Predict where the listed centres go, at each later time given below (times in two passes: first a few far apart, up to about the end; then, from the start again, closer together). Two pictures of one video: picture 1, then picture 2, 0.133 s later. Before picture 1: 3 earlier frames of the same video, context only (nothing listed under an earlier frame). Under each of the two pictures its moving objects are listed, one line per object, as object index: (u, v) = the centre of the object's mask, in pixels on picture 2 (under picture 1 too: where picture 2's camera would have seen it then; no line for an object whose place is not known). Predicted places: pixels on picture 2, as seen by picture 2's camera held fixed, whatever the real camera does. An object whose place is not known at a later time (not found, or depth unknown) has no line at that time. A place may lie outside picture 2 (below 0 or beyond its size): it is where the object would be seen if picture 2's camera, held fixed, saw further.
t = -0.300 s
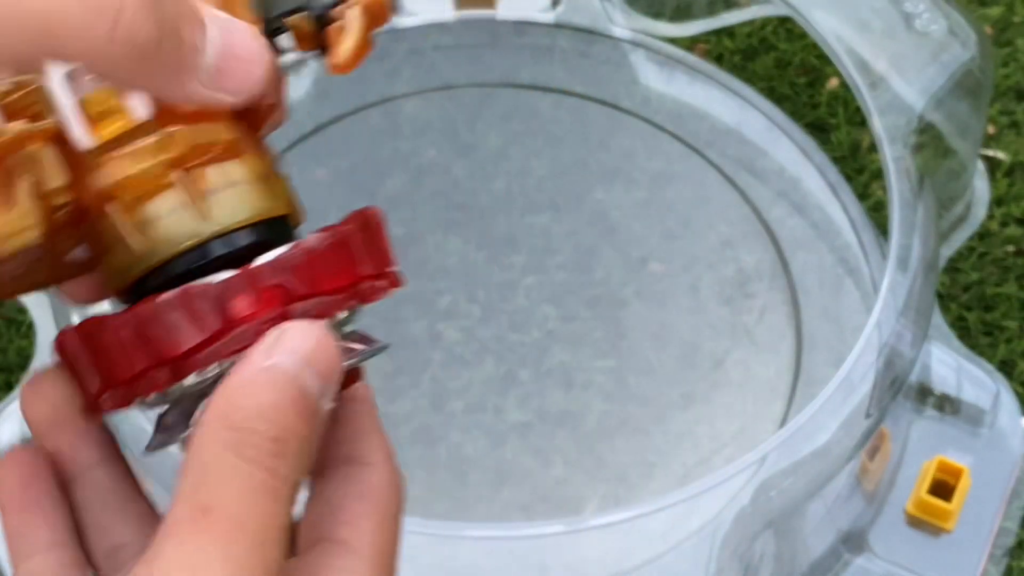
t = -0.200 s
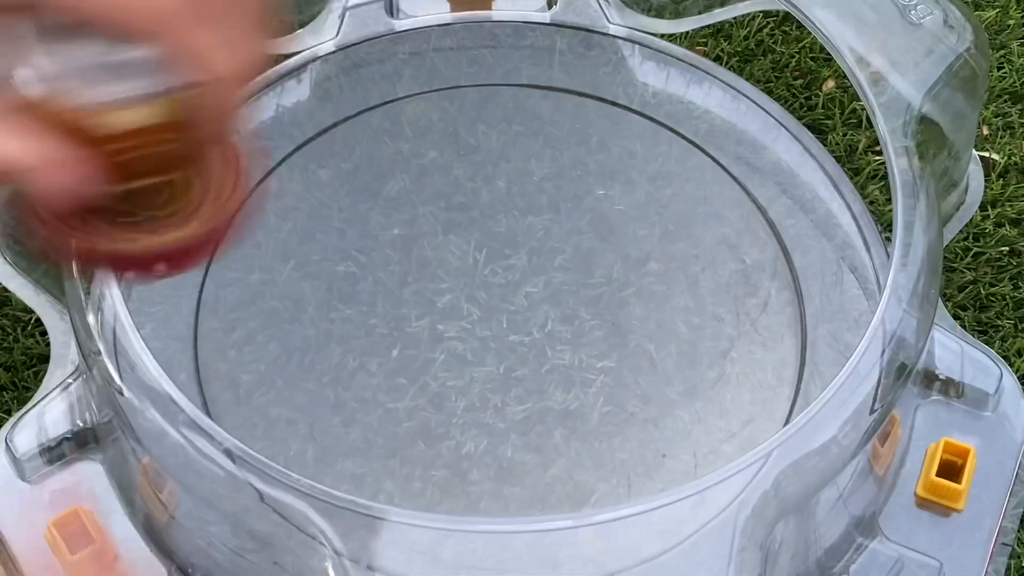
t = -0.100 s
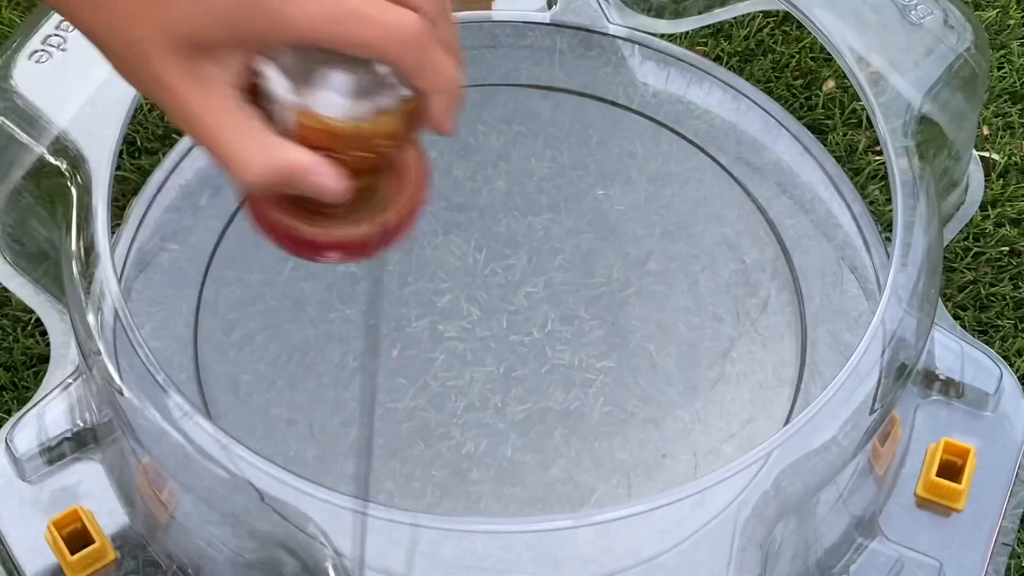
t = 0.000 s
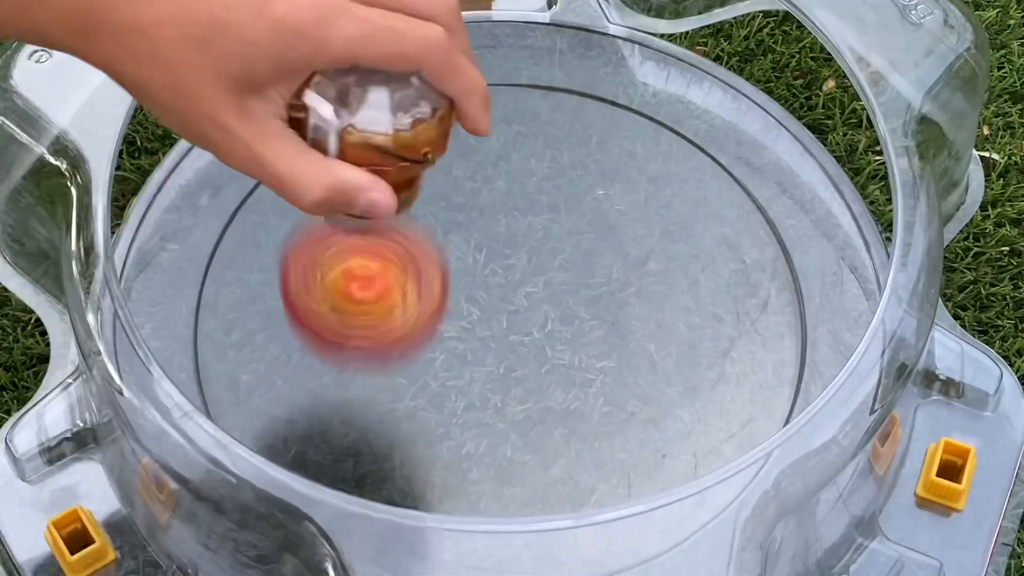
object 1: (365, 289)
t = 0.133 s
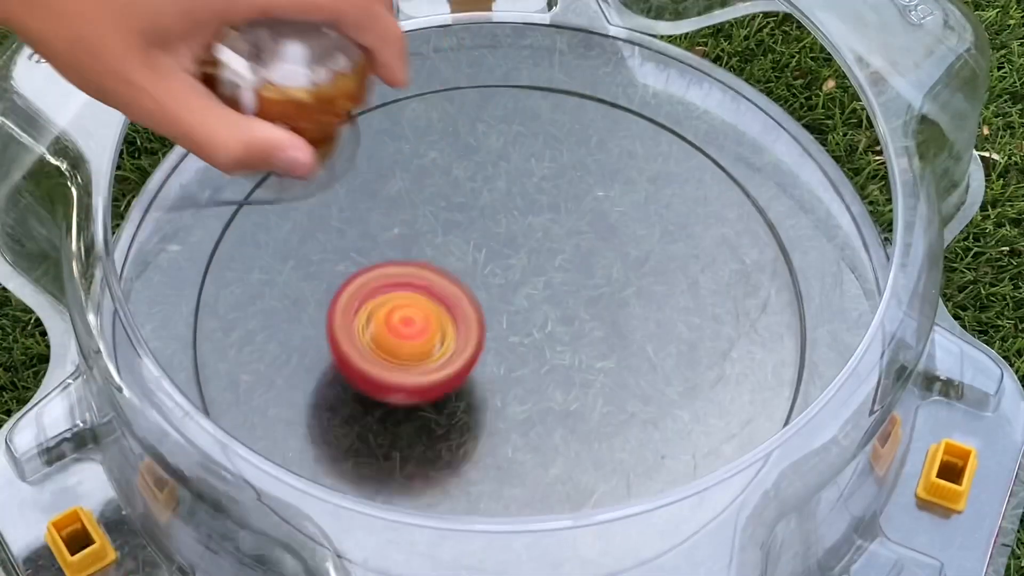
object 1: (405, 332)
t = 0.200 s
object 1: (427, 307)
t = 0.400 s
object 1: (408, 197)
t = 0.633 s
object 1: (257, 209)
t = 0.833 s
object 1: (339, 399)
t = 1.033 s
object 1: (713, 347)
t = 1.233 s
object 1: (733, 71)
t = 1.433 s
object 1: (486, 152)
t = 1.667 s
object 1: (294, 391)
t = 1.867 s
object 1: (594, 516)
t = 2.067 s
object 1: (765, 201)
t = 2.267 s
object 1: (323, 112)
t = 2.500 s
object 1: (402, 534)
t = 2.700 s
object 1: (712, 392)
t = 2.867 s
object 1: (618, 94)
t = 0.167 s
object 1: (417, 321)
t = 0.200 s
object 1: (427, 307)
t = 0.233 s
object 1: (434, 290)
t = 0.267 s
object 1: (438, 271)
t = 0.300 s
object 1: (437, 252)
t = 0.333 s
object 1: (432, 232)
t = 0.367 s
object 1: (422, 213)
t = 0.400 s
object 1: (408, 197)
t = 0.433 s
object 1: (391, 183)
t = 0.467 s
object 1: (371, 174)
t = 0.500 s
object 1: (348, 169)
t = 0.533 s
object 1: (325, 170)
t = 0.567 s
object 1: (301, 177)
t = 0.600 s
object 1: (277, 190)
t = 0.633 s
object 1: (257, 209)
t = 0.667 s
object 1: (242, 234)
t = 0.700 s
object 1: (236, 264)
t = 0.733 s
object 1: (241, 298)
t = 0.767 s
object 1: (260, 334)
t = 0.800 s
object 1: (292, 369)
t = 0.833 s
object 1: (339, 399)
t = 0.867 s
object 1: (396, 419)
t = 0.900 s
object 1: (462, 428)
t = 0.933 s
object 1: (530, 425)
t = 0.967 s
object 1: (596, 410)
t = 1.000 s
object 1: (658, 383)
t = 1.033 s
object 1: (713, 347)
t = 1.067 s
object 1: (756, 302)
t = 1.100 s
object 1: (777, 253)
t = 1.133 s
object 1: (785, 205)
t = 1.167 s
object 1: (776, 159)
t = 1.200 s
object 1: (759, 115)
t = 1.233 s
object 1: (733, 71)
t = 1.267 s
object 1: (700, 47)
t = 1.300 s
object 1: (665, 63)
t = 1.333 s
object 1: (627, 84)
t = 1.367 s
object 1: (583, 109)
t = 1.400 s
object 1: (536, 131)
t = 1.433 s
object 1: (486, 152)
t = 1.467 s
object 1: (436, 171)
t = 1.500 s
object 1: (390, 194)
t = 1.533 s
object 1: (351, 224)
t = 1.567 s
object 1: (318, 261)
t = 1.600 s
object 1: (296, 304)
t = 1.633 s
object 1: (284, 353)
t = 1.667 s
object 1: (294, 391)
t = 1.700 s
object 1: (309, 442)
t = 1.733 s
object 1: (342, 486)
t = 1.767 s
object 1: (390, 514)
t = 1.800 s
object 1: (453, 523)
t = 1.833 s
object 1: (524, 523)
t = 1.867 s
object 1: (594, 516)
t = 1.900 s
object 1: (662, 495)
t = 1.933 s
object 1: (726, 452)
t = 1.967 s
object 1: (770, 393)
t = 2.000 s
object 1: (787, 328)
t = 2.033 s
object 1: (789, 265)
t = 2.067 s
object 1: (765, 201)
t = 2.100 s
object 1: (718, 145)
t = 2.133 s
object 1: (654, 100)
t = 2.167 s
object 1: (576, 73)
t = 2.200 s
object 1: (491, 65)
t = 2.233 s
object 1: (404, 78)
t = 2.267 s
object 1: (323, 112)
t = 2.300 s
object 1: (254, 169)
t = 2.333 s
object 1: (205, 243)
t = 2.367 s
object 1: (197, 316)
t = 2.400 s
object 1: (194, 402)
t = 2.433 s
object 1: (240, 474)
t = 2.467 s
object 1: (311, 516)
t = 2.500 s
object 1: (402, 534)
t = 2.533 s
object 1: (499, 543)
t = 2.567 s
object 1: (598, 543)
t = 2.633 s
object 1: (696, 503)
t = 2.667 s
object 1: (703, 449)
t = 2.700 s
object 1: (712, 392)
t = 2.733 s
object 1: (719, 329)
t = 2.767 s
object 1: (714, 265)
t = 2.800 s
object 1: (694, 202)
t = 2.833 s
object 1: (662, 144)
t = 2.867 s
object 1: (618, 94)
